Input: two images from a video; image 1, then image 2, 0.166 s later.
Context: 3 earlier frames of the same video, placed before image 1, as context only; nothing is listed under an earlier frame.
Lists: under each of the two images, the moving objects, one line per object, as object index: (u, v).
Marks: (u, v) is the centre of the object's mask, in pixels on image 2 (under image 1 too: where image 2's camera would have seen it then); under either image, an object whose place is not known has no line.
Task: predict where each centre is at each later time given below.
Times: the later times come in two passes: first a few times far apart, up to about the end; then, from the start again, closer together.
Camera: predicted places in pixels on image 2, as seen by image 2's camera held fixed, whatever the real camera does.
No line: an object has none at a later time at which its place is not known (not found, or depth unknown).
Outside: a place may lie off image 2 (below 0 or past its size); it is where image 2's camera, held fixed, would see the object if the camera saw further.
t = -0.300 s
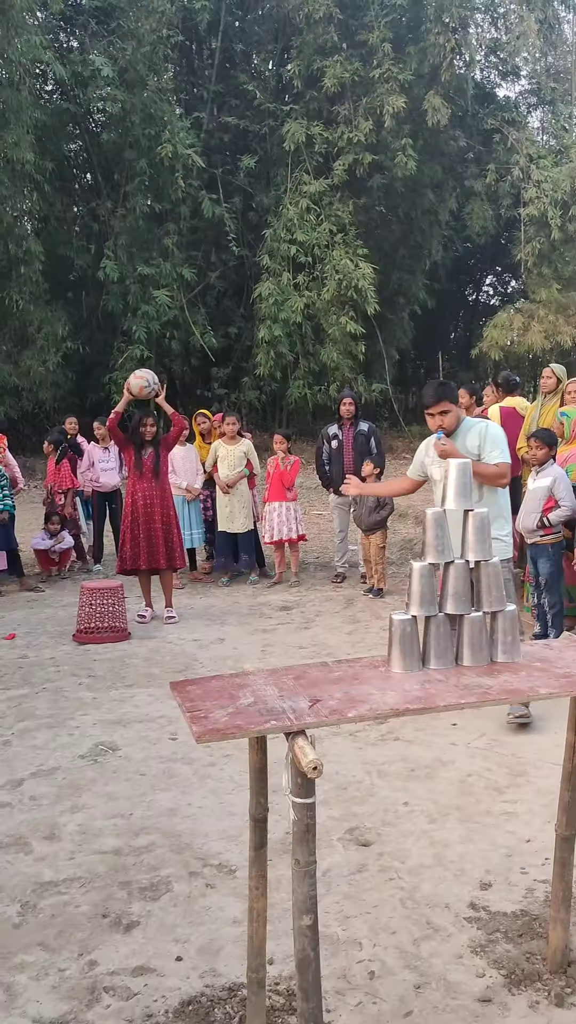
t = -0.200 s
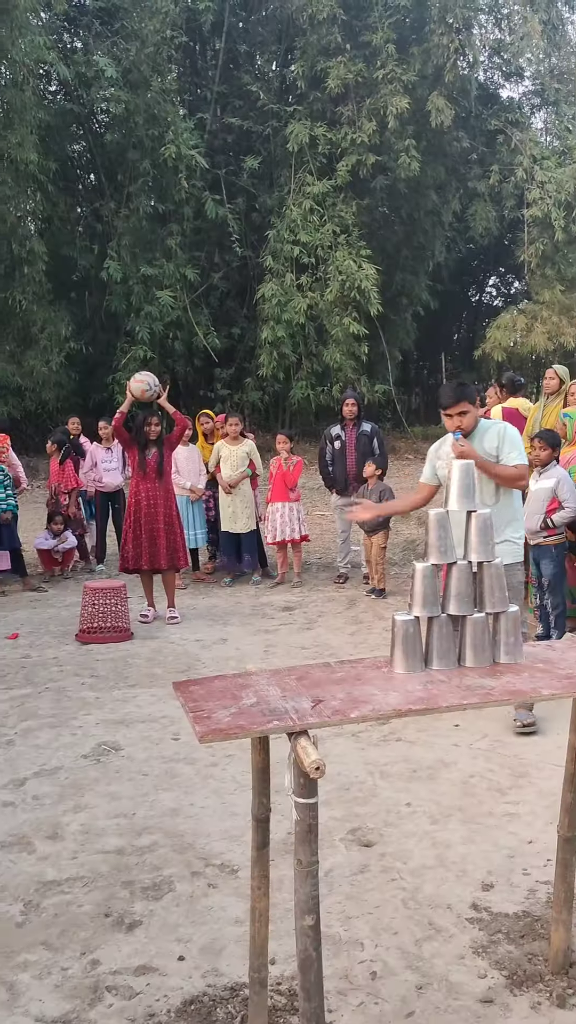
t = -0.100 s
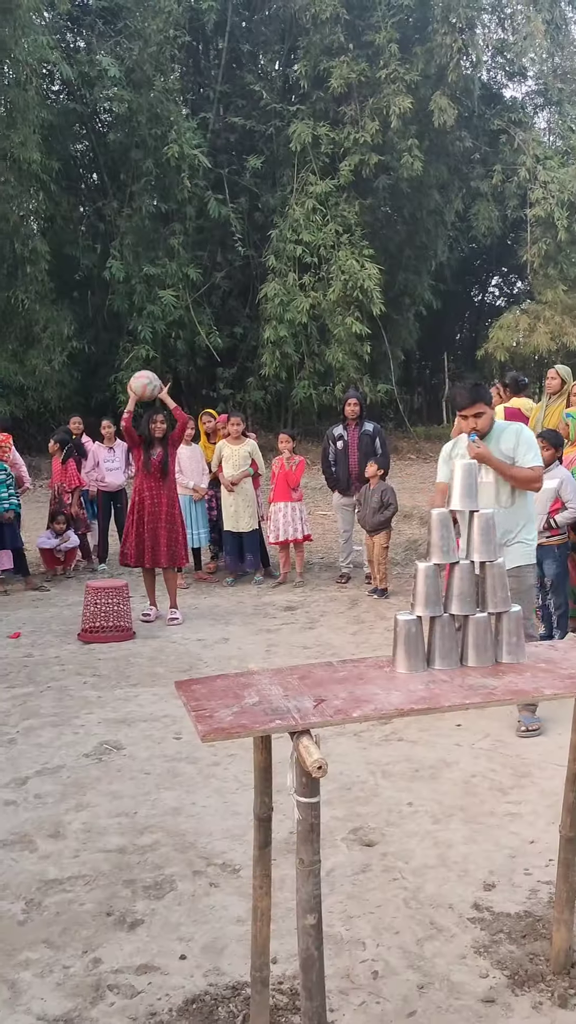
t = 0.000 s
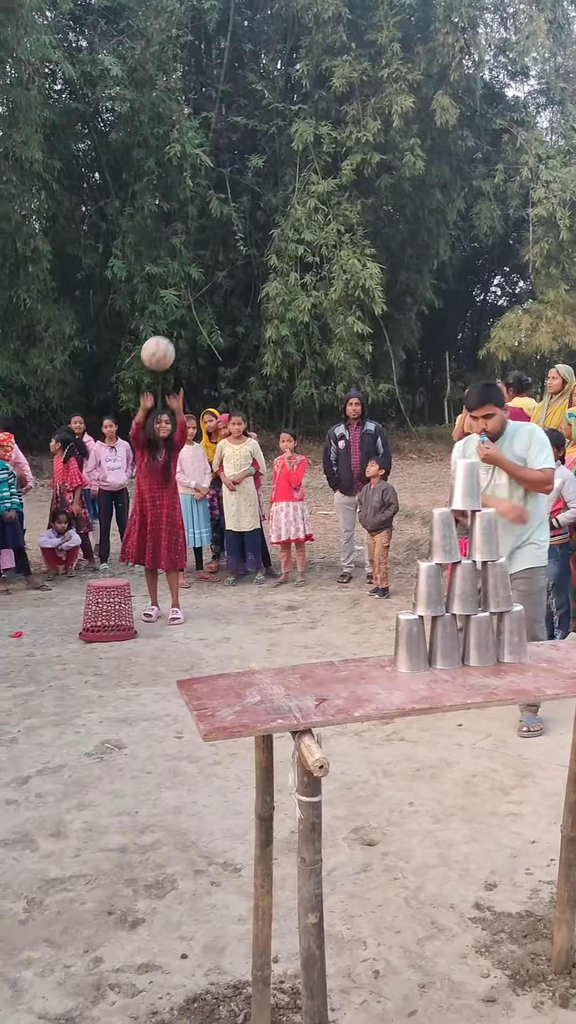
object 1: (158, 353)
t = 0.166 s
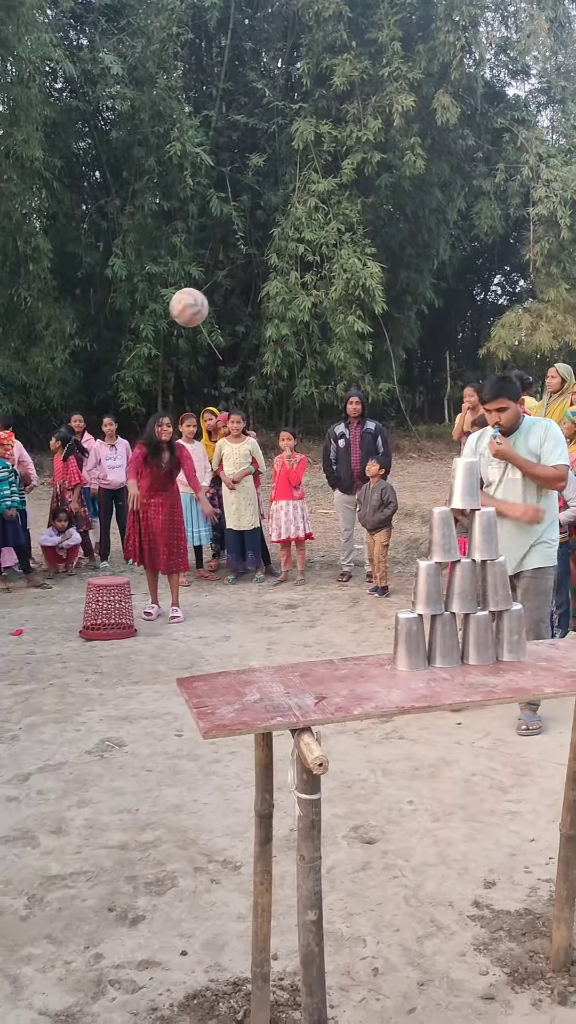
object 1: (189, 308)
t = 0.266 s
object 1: (213, 298)
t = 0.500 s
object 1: (293, 360)
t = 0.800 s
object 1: (492, 776)
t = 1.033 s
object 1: (251, 770)
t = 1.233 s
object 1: (42, 738)
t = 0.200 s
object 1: (196, 303)
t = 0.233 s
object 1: (204, 299)
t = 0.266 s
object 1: (213, 298)
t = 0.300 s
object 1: (222, 299)
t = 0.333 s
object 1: (231, 302)
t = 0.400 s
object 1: (253, 316)
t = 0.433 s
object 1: (265, 327)
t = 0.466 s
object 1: (279, 342)
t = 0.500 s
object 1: (293, 360)
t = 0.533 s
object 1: (308, 382)
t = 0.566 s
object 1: (325, 408)
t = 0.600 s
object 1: (343, 440)
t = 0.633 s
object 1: (362, 476)
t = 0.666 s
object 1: (383, 517)
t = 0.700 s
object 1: (397, 564)
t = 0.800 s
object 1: (492, 776)
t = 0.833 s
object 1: (522, 862)
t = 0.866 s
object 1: (493, 915)
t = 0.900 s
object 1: (441, 881)
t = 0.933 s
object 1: (390, 843)
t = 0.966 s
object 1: (351, 813)
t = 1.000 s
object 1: (283, 798)
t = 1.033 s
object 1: (251, 770)
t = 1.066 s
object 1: (213, 758)
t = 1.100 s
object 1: (173, 742)
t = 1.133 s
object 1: (138, 734)
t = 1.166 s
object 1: (102, 732)
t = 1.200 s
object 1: (67, 731)
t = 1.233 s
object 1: (42, 738)
